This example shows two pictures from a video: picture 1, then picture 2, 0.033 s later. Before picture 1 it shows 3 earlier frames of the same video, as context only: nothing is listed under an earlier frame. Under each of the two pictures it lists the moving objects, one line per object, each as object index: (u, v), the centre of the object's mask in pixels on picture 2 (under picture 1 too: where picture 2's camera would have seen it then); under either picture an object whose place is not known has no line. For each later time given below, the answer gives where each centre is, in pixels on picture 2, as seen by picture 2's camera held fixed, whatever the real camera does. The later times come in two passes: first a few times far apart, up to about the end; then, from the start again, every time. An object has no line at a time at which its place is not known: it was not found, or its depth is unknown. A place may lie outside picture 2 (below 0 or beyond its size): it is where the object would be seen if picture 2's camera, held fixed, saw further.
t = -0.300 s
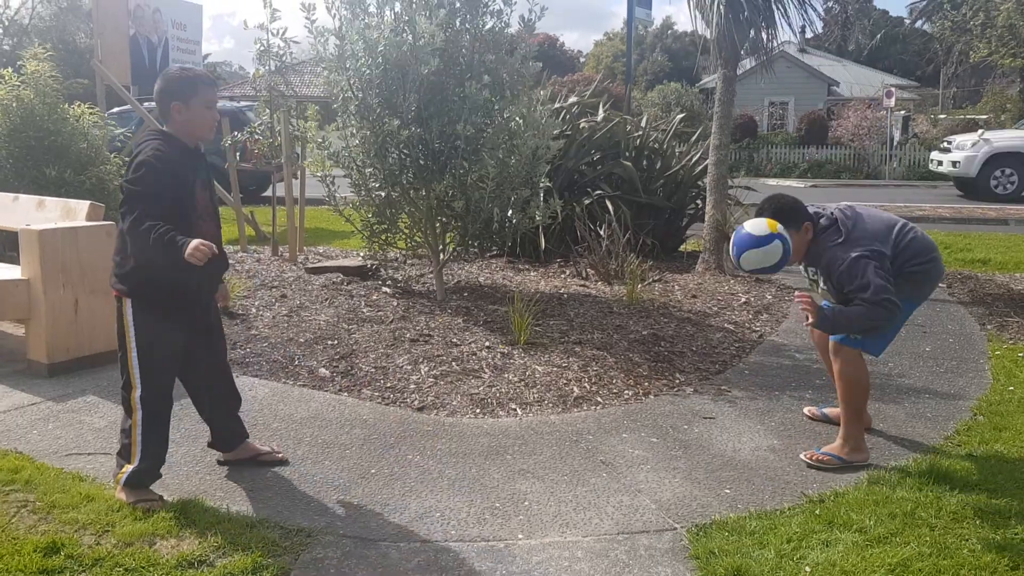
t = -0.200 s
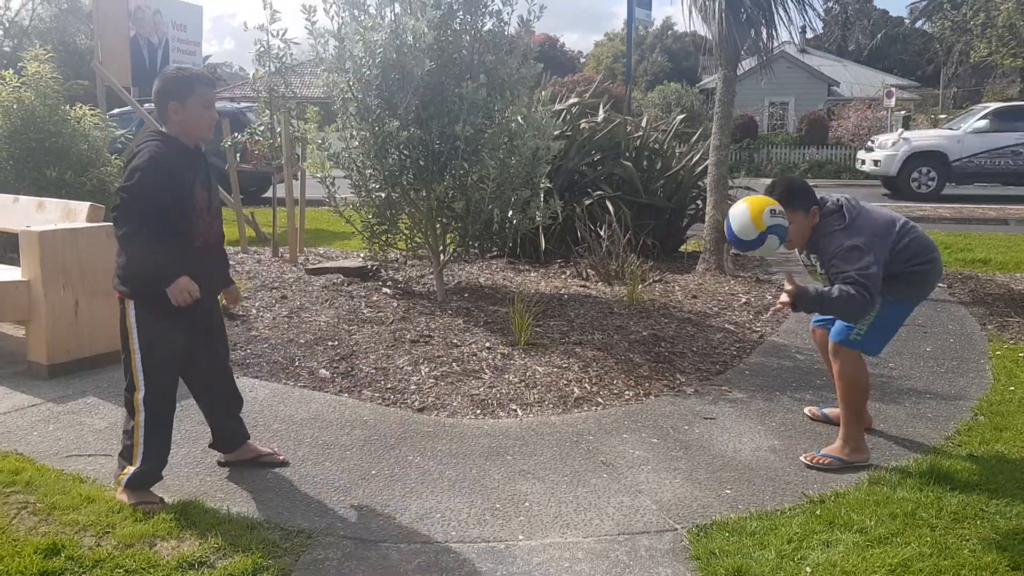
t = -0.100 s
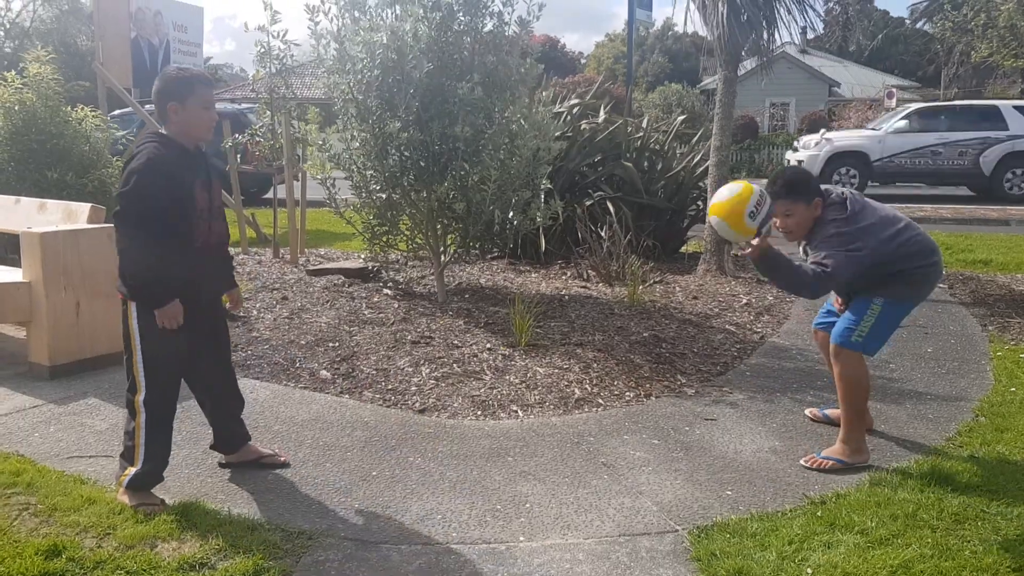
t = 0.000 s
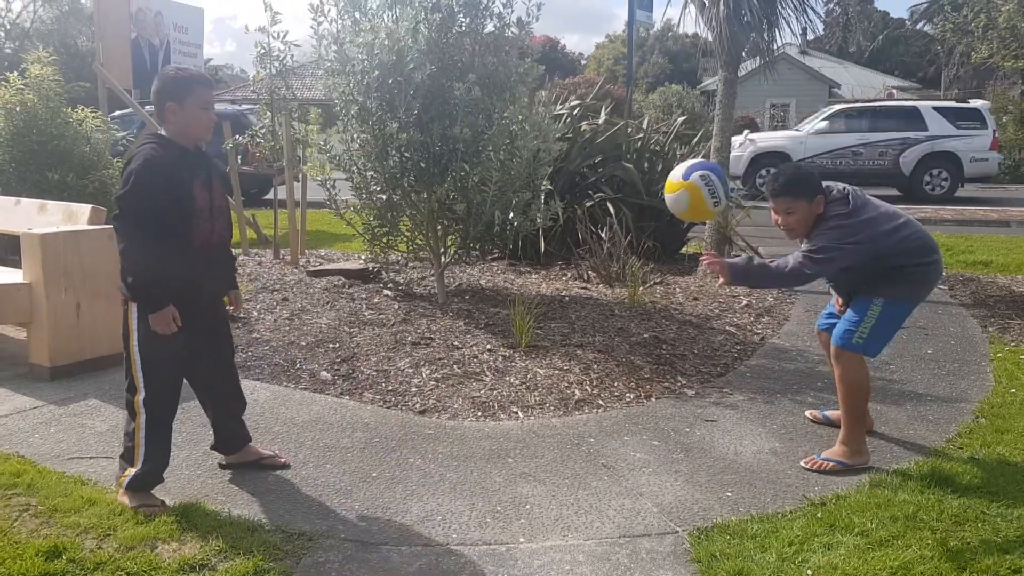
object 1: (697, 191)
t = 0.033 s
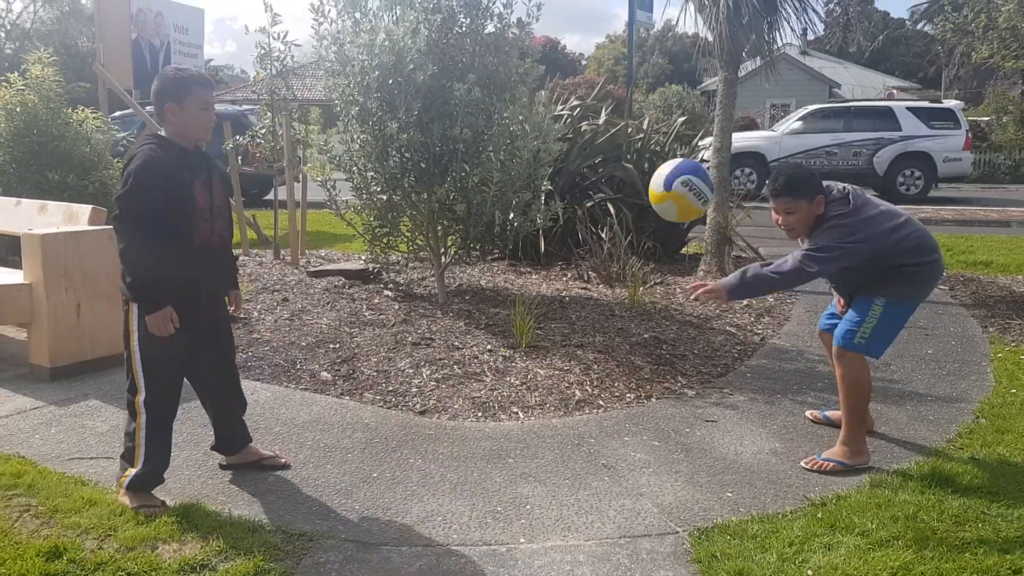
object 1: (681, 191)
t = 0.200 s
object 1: (600, 240)
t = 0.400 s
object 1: (501, 421)
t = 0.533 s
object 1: (437, 463)
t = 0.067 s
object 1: (665, 193)
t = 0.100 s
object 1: (649, 199)
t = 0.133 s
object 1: (633, 210)
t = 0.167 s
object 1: (616, 223)
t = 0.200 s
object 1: (600, 240)
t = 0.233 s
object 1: (583, 260)
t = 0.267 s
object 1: (567, 285)
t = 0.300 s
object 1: (550, 314)
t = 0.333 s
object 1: (534, 346)
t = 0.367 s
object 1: (518, 382)
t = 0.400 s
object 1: (501, 421)
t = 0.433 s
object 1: (485, 464)
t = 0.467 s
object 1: (468, 512)
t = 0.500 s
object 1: (453, 493)
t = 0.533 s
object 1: (437, 463)
